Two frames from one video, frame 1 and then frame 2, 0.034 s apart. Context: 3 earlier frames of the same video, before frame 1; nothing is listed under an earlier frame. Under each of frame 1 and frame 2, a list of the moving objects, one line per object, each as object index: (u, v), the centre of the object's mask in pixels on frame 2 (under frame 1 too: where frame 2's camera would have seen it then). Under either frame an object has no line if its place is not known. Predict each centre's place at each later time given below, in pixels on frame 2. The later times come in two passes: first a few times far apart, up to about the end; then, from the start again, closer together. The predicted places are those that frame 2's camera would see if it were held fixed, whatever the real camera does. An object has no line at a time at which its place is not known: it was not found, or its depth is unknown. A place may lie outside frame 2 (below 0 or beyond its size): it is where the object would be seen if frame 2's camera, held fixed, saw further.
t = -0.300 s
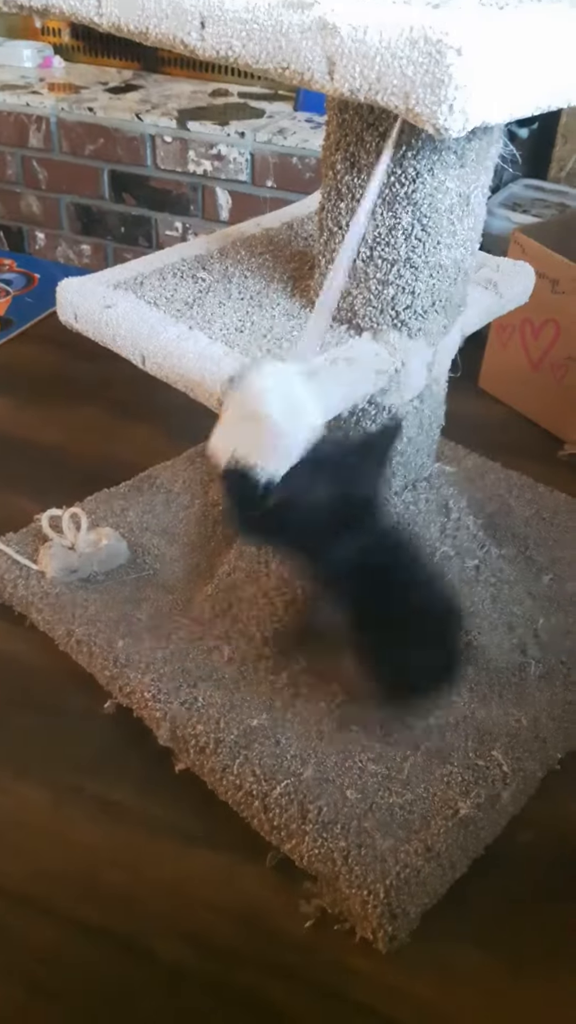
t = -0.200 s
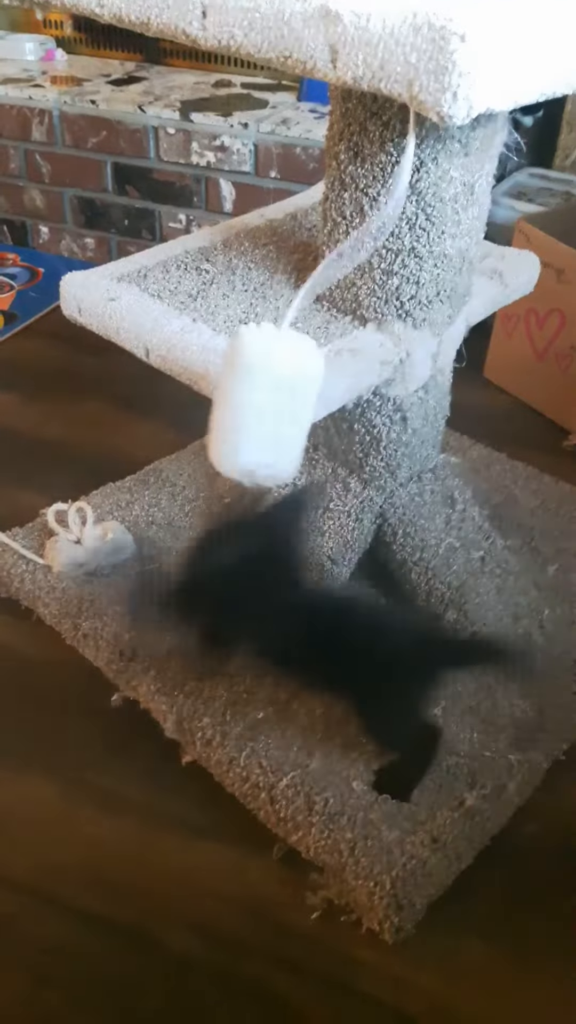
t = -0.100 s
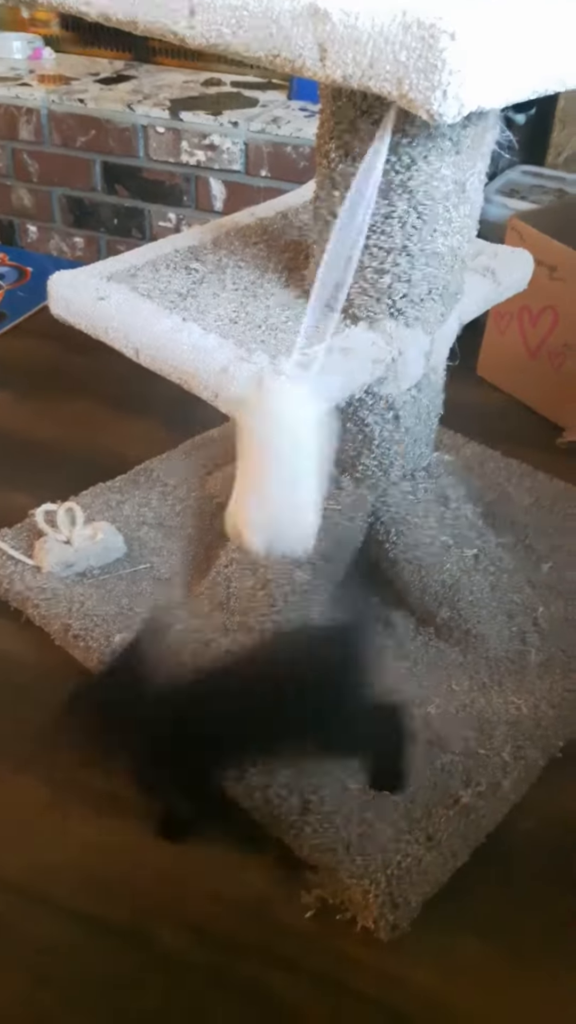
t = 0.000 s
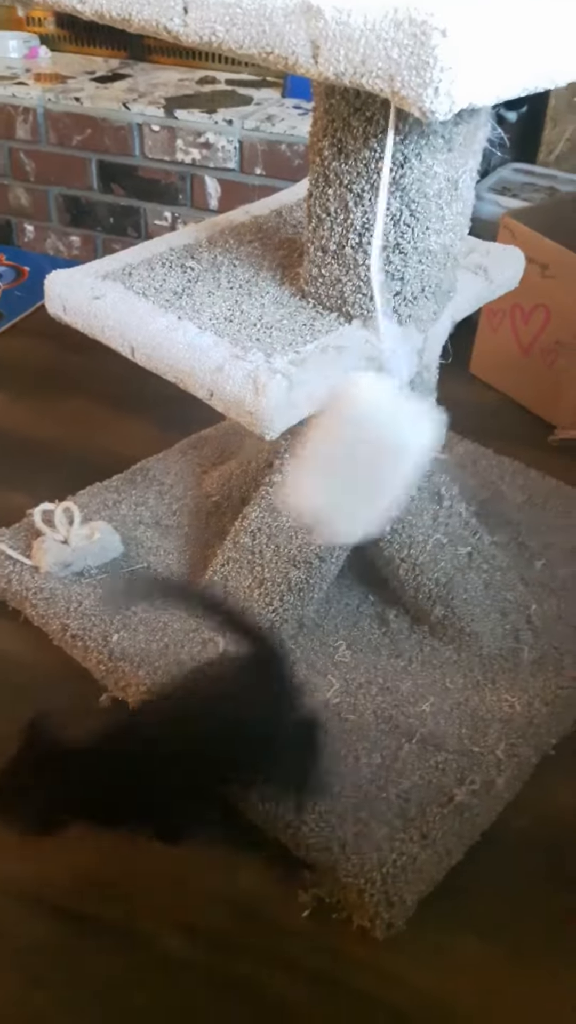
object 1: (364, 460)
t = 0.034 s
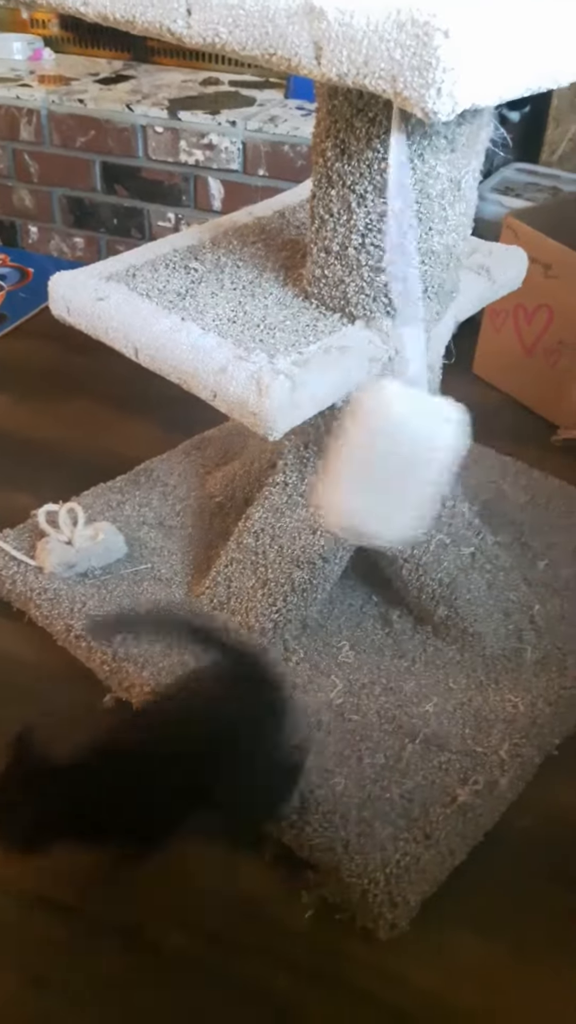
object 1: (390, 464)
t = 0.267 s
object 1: (457, 390)
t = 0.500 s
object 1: (326, 339)
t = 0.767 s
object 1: (290, 458)
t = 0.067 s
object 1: (413, 479)
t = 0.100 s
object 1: (431, 480)
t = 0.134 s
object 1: (445, 456)
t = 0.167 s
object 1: (454, 431)
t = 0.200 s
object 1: (459, 419)
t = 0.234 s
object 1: (462, 412)
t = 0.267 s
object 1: (457, 390)
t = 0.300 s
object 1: (446, 365)
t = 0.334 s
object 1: (431, 351)
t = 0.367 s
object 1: (412, 342)
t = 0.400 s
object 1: (387, 332)
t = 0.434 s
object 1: (369, 330)
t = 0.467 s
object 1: (344, 329)
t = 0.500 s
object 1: (326, 339)
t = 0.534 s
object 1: (307, 350)
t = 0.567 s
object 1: (292, 362)
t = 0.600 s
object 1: (279, 379)
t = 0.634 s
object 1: (269, 402)
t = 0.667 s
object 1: (265, 419)
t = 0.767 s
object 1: (290, 458)
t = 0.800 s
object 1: (309, 473)
